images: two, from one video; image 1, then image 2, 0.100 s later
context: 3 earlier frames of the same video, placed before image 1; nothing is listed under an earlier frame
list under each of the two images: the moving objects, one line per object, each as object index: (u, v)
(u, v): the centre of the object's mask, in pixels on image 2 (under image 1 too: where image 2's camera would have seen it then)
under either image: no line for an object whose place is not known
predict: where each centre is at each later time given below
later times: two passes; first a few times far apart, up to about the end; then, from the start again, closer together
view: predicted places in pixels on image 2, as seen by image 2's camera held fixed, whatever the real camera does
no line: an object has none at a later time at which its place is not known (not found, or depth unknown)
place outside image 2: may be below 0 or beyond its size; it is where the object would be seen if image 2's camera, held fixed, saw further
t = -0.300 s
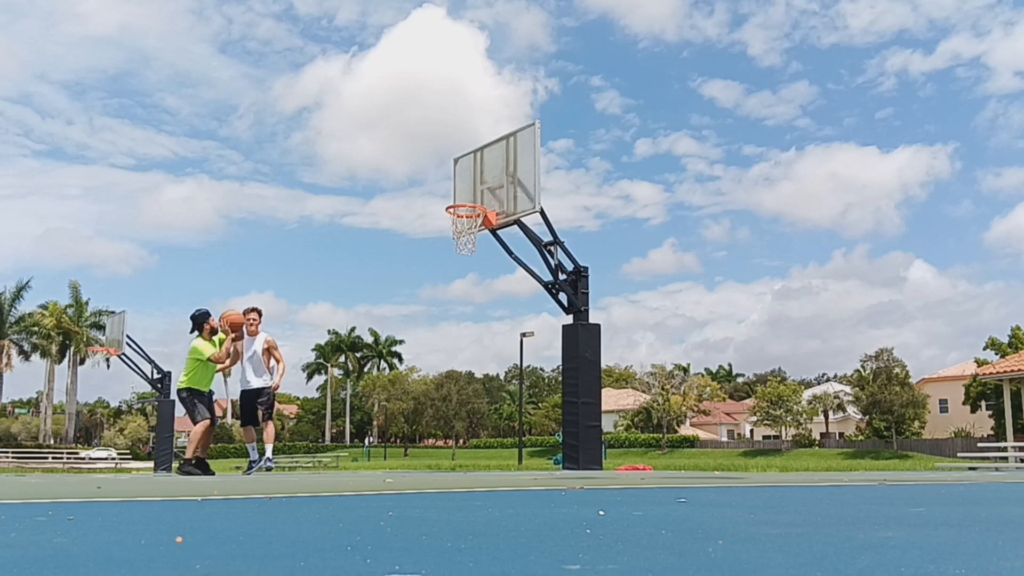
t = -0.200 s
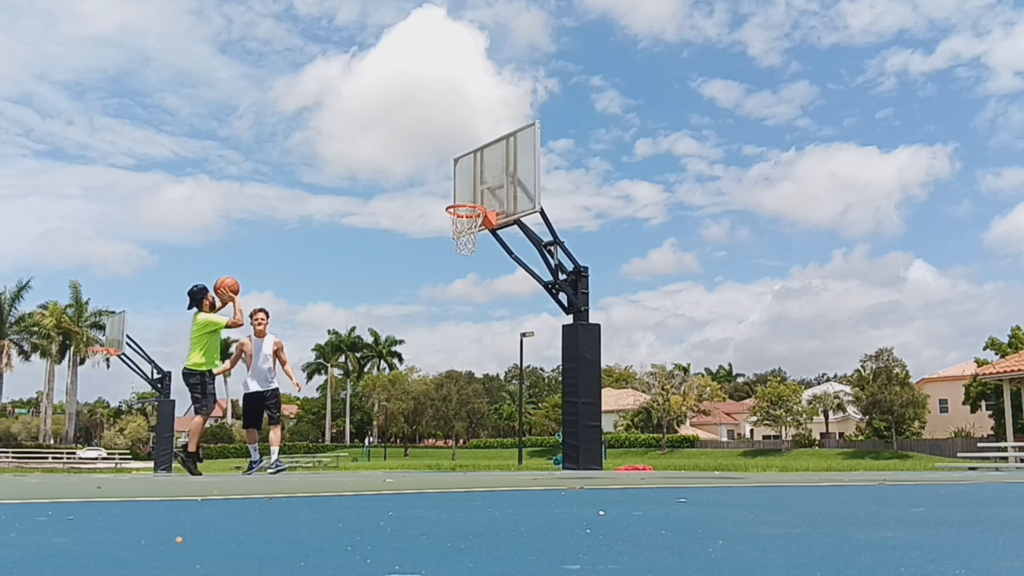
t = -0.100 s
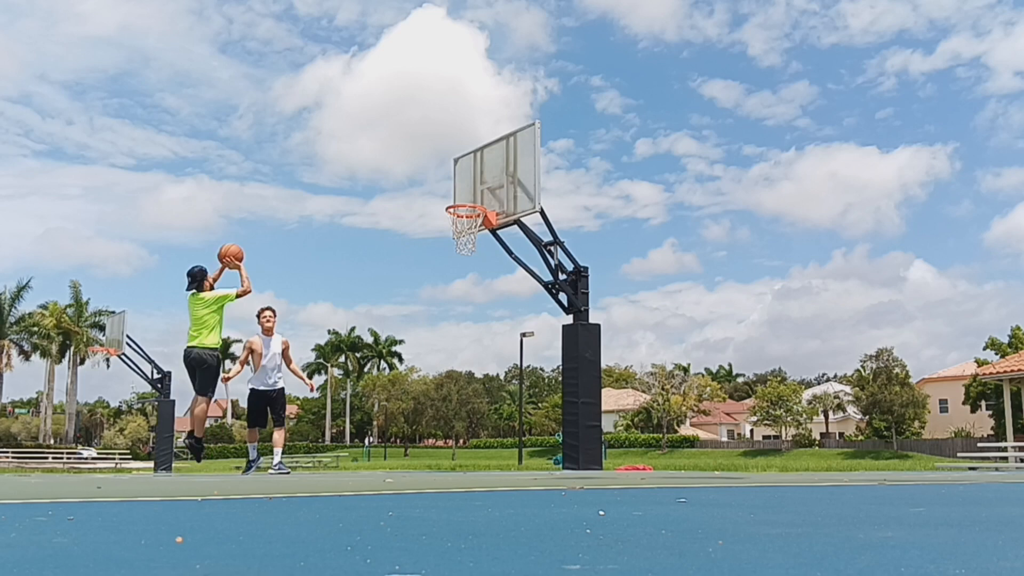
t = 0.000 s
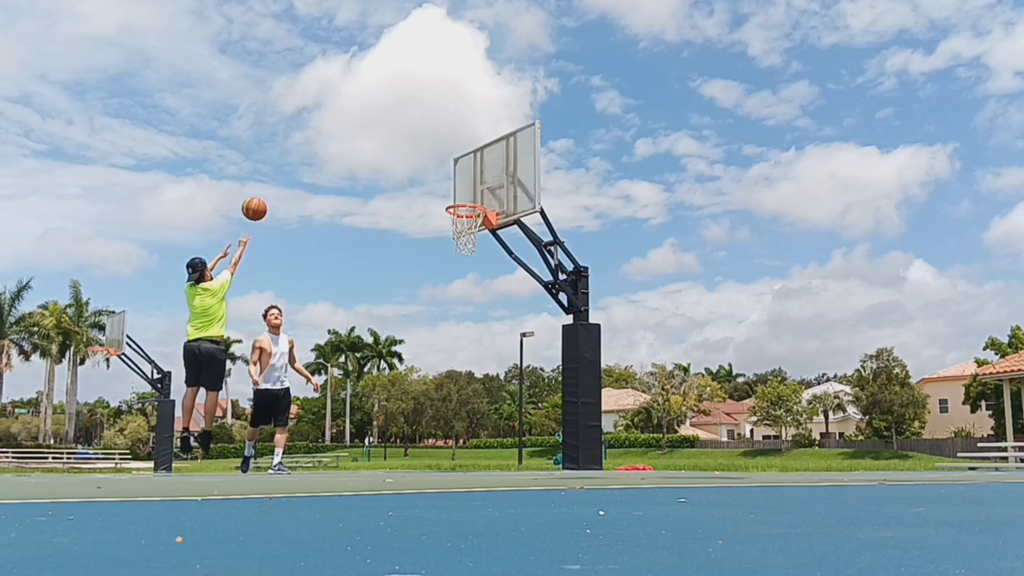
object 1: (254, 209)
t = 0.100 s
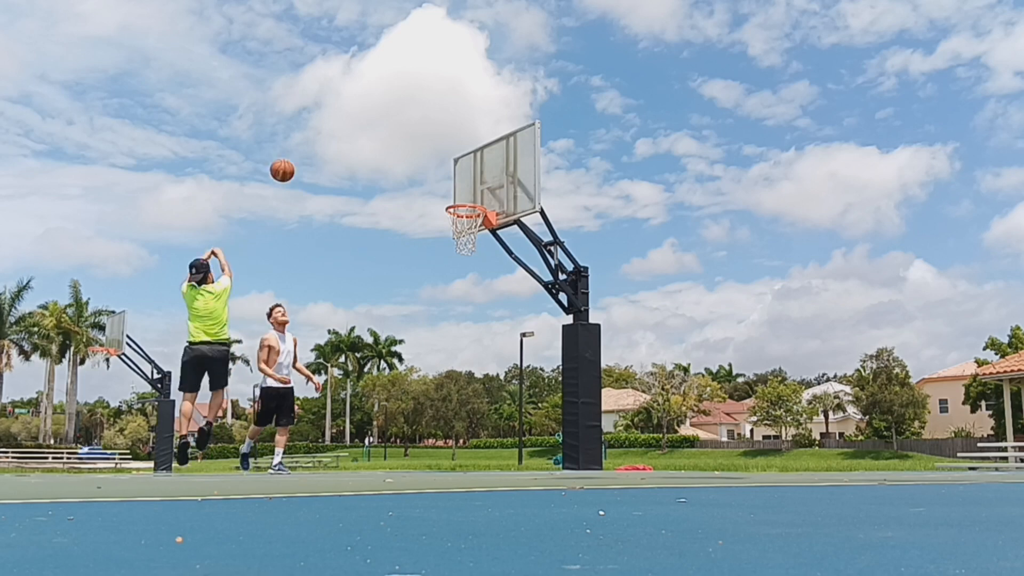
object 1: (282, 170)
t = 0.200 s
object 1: (308, 143)
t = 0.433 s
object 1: (362, 117)
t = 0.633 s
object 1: (403, 134)
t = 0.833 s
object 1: (440, 181)
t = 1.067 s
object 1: (476, 184)
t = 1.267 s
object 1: (474, 176)
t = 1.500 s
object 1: (462, 197)
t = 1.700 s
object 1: (467, 204)
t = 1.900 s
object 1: (469, 192)
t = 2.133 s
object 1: (471, 218)
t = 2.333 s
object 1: (468, 247)
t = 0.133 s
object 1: (291, 160)
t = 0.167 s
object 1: (300, 151)
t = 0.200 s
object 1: (308, 143)
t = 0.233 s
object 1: (316, 136)
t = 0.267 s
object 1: (324, 130)
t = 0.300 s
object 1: (332, 126)
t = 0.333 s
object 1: (340, 122)
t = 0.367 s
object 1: (348, 120)
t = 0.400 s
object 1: (355, 118)
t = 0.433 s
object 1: (362, 117)
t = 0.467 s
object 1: (370, 118)
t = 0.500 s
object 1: (377, 119)
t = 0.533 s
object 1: (384, 121)
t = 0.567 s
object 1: (390, 125)
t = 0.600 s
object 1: (397, 129)
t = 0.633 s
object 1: (403, 134)
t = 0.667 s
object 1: (410, 140)
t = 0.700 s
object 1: (416, 146)
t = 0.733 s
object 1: (422, 154)
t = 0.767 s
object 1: (428, 162)
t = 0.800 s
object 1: (434, 171)
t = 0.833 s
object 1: (440, 181)
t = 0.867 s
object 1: (446, 191)
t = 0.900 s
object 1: (451, 200)
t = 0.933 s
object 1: (456, 198)
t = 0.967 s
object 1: (461, 194)
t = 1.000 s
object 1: (466, 190)
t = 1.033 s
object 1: (471, 187)
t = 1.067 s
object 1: (476, 184)
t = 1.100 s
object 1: (481, 182)
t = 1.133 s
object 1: (482, 180)
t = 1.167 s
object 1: (480, 178)
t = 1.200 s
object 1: (478, 177)
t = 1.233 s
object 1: (476, 176)
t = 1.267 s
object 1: (474, 176)
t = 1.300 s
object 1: (472, 178)
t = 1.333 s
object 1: (471, 180)
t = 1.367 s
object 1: (469, 183)
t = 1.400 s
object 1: (467, 187)
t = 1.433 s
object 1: (464, 191)
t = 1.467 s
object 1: (463, 196)
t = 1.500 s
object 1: (462, 197)
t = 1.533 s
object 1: (463, 197)
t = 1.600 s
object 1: (464, 198)
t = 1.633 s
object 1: (466, 201)
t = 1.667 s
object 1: (466, 204)
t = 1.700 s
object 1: (467, 204)
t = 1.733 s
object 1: (467, 198)
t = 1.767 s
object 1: (468, 196)
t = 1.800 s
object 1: (468, 194)
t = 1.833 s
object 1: (469, 192)
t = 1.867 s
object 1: (469, 192)
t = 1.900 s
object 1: (469, 192)
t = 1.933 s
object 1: (470, 193)
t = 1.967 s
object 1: (470, 194)
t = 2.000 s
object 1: (470, 196)
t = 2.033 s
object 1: (471, 200)
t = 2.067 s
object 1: (470, 205)
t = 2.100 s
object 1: (472, 214)
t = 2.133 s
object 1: (471, 218)
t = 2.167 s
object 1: (472, 223)
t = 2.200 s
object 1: (471, 227)
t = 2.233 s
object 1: (471, 232)
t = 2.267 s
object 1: (471, 235)
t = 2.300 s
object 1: (470, 240)
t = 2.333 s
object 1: (468, 247)
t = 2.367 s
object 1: (468, 252)
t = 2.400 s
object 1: (467, 258)
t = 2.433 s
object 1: (465, 266)
